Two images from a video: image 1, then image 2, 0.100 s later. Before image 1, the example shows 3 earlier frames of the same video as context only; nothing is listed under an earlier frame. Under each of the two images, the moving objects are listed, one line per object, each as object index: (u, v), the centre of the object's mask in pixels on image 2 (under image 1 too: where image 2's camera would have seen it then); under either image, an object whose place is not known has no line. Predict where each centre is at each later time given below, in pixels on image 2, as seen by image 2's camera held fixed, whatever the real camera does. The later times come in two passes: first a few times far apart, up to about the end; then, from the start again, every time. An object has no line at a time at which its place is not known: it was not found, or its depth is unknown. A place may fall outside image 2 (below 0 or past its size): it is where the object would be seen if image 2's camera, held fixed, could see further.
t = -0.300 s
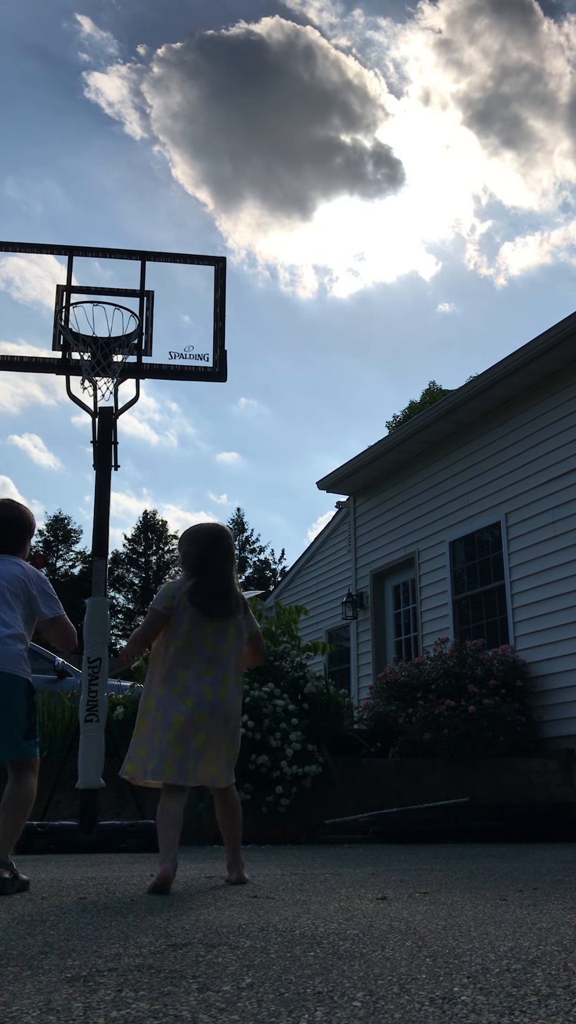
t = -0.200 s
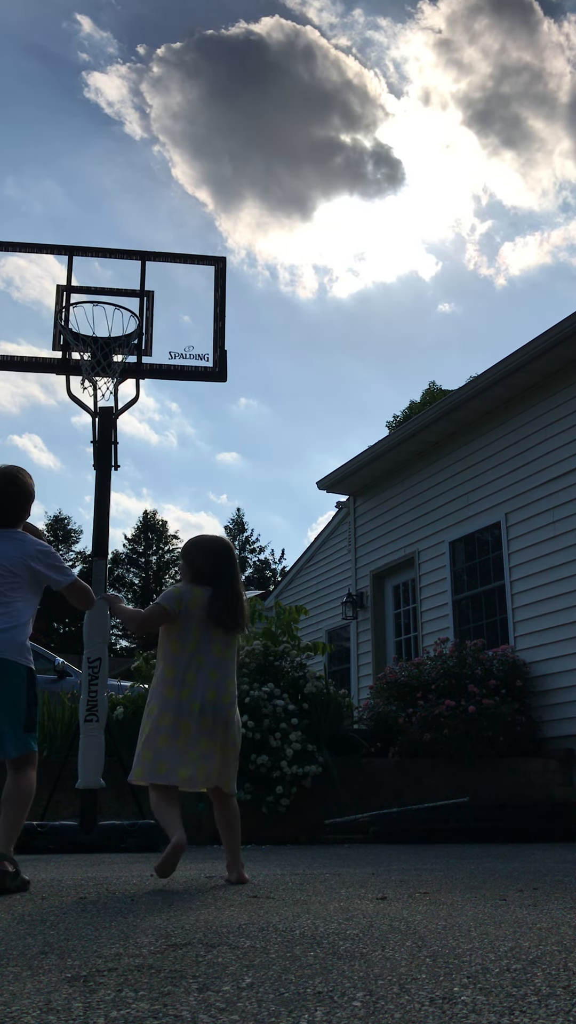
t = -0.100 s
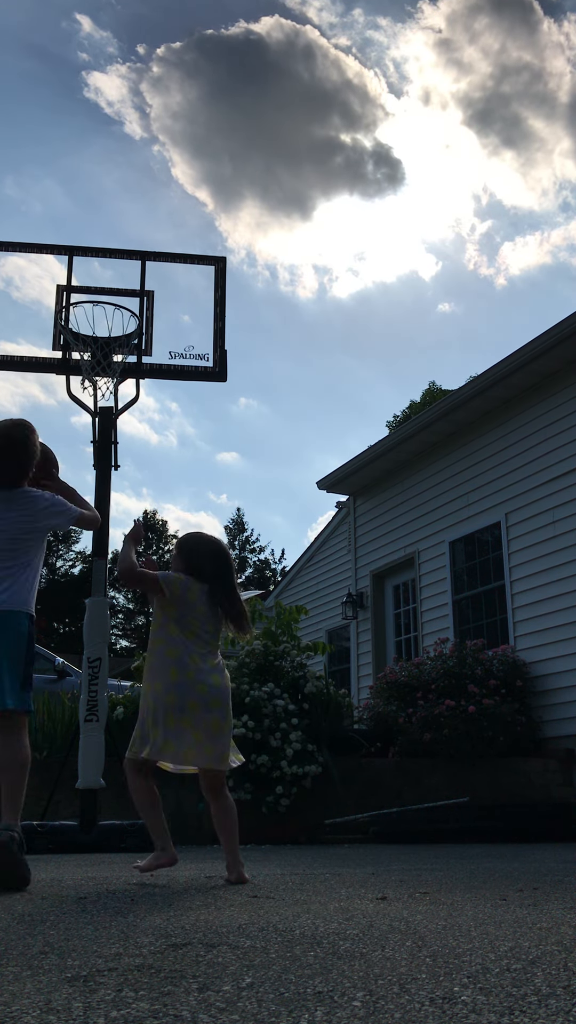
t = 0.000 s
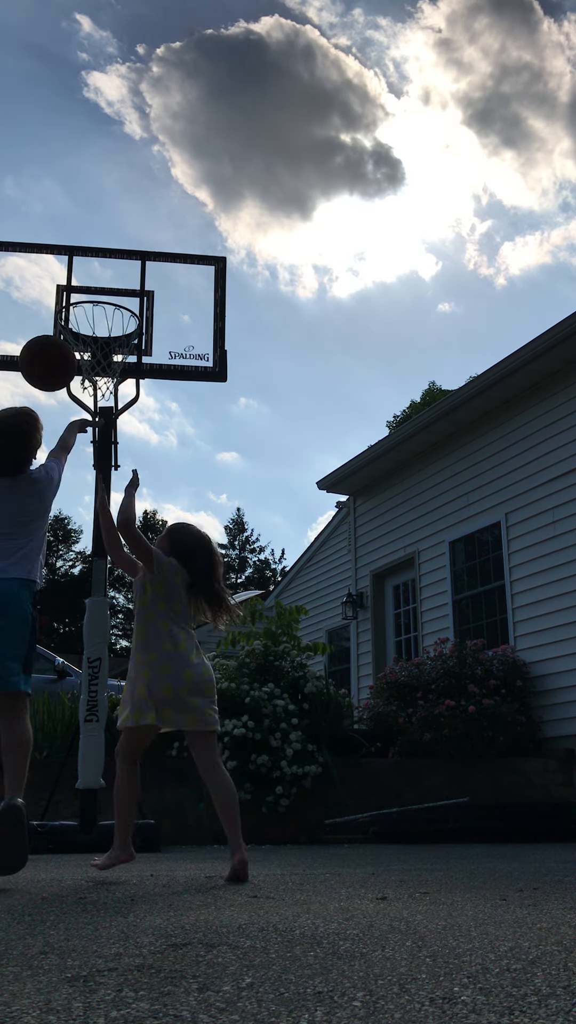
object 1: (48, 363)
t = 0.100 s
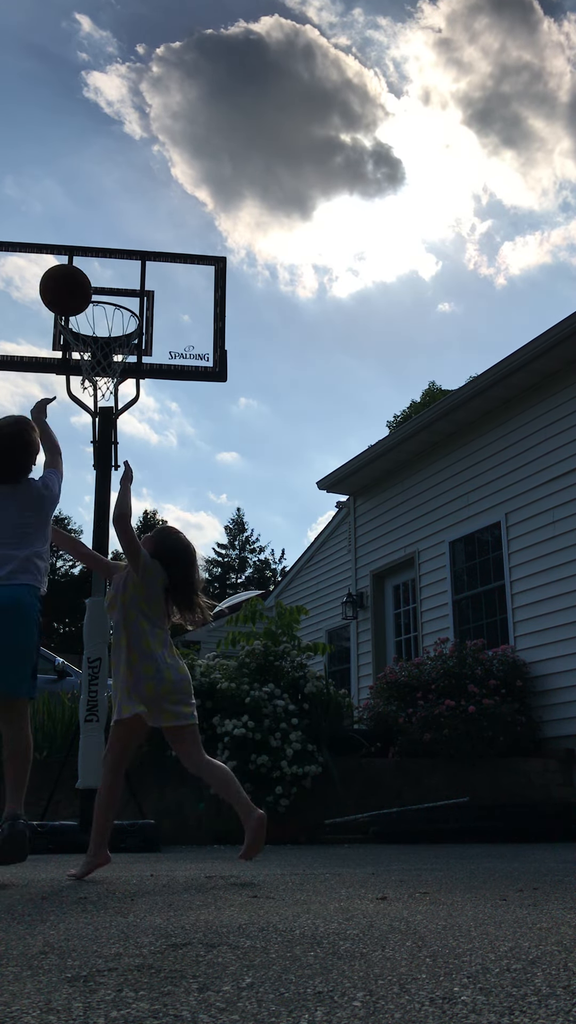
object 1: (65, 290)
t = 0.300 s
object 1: (90, 224)
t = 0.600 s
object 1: (108, 255)
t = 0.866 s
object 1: (110, 320)
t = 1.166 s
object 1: (90, 339)
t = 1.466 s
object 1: (84, 429)
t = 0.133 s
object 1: (70, 272)
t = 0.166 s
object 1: (75, 258)
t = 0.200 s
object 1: (79, 246)
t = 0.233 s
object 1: (83, 236)
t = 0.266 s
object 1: (86, 228)
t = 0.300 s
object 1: (90, 224)
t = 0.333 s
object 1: (93, 220)
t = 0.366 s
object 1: (95, 219)
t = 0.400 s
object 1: (98, 219)
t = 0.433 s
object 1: (100, 222)
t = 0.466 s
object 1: (102, 225)
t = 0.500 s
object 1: (104, 230)
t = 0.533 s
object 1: (105, 236)
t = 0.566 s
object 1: (107, 245)
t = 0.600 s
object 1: (108, 255)
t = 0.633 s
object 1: (109, 266)
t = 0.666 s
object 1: (111, 278)
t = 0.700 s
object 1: (112, 291)
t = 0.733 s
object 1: (113, 305)
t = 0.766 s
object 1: (113, 309)
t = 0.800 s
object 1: (112, 315)
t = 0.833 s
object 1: (112, 318)
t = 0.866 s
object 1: (110, 320)
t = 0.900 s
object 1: (108, 323)
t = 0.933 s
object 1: (106, 329)
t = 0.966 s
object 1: (103, 331)
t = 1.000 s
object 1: (100, 333)
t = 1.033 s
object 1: (98, 331)
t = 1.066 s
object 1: (96, 331)
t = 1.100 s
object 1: (94, 332)
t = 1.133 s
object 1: (92, 336)
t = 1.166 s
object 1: (90, 339)
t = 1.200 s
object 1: (89, 344)
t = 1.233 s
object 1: (86, 351)
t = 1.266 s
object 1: (86, 355)
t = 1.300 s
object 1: (86, 361)
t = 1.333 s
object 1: (84, 375)
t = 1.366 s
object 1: (85, 389)
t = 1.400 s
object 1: (85, 399)
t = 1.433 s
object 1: (85, 413)
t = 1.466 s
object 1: (84, 429)
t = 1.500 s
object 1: (84, 447)
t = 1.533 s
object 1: (83, 467)
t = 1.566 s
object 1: (82, 488)
